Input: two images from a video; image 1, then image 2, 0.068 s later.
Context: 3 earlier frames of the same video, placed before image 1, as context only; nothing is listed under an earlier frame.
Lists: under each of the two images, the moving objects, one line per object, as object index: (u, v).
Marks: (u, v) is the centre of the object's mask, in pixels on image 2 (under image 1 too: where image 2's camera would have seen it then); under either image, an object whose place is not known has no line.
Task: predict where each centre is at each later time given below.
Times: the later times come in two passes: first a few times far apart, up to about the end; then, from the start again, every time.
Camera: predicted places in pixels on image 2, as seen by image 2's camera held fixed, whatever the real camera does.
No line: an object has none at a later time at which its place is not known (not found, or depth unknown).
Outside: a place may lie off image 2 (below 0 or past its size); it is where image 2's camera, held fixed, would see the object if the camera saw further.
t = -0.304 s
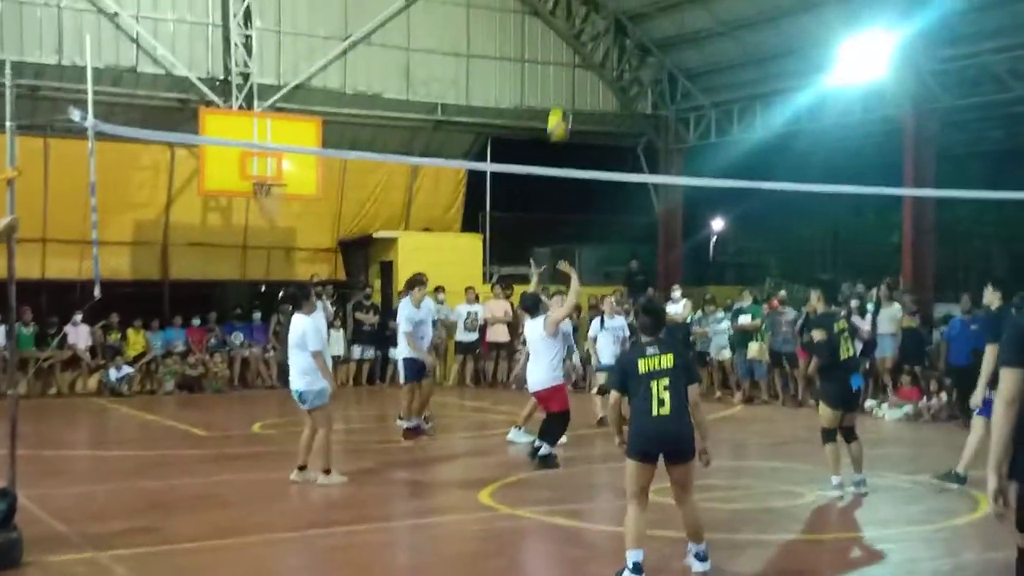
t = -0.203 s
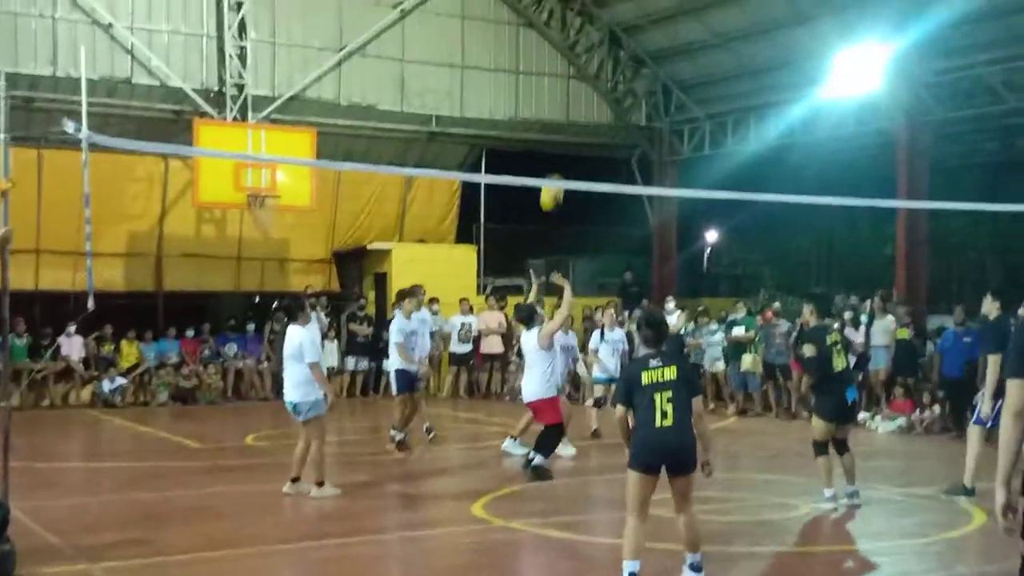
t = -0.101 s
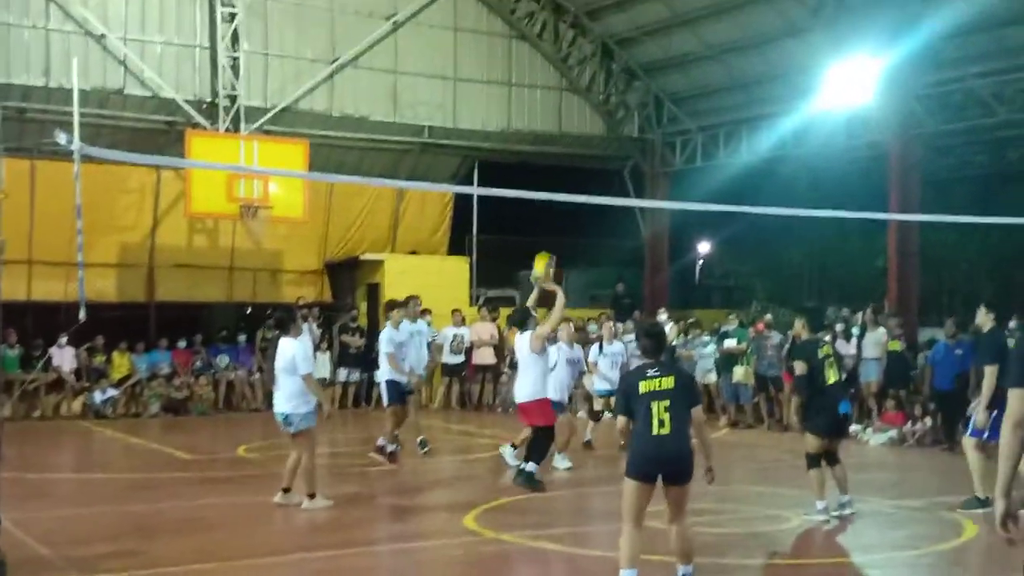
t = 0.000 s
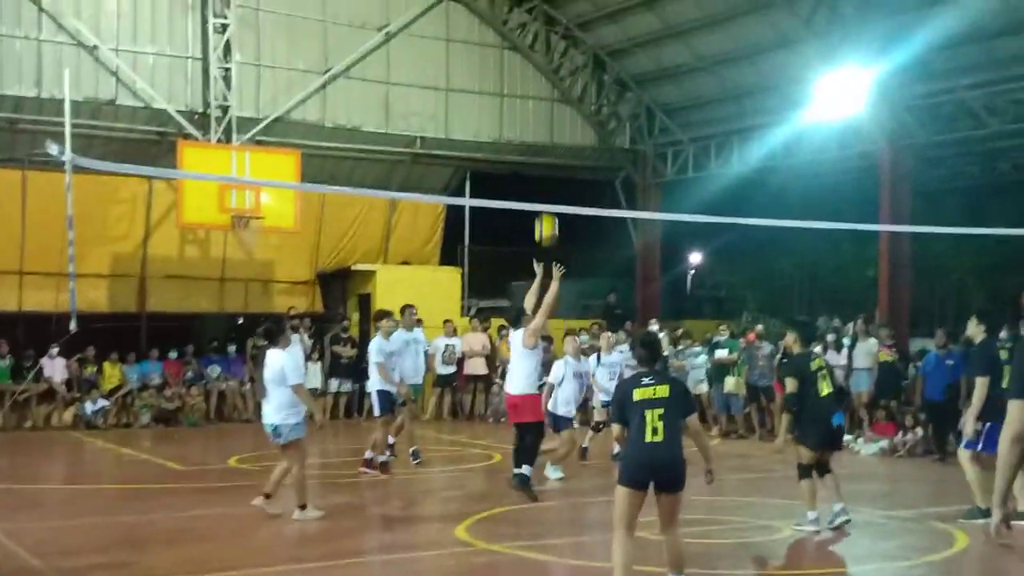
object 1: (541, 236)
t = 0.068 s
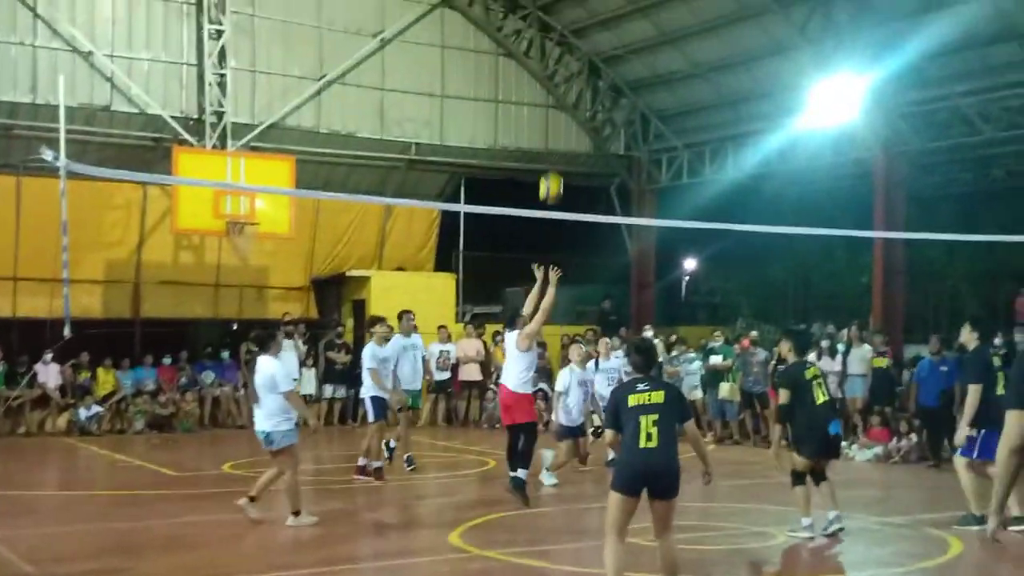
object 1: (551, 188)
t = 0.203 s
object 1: (570, 105)
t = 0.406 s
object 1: (601, 25)
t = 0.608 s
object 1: (631, -15)
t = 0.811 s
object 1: (661, -7)
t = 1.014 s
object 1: (688, 44)
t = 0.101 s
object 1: (555, 166)
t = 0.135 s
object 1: (560, 144)
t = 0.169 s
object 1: (565, 124)
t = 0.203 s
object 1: (570, 105)
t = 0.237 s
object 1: (575, 89)
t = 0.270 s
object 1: (580, 73)
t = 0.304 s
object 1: (586, 60)
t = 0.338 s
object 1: (590, 48)
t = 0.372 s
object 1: (596, 35)
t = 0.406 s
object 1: (601, 25)
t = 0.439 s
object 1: (605, 16)
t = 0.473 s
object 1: (610, 7)
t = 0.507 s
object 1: (615, -1)
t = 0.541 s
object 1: (621, -7)
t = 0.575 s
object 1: (626, -11)
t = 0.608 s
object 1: (631, -15)
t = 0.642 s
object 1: (636, -16)
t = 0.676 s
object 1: (641, -17)
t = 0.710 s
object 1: (646, -17)
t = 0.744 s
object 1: (651, -15)
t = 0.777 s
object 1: (656, -11)
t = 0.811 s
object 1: (661, -7)
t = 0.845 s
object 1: (665, -2)
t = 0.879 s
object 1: (670, 4)
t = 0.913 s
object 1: (674, 12)
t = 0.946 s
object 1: (679, 22)
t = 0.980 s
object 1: (684, 31)
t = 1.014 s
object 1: (688, 44)
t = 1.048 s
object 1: (693, 58)
